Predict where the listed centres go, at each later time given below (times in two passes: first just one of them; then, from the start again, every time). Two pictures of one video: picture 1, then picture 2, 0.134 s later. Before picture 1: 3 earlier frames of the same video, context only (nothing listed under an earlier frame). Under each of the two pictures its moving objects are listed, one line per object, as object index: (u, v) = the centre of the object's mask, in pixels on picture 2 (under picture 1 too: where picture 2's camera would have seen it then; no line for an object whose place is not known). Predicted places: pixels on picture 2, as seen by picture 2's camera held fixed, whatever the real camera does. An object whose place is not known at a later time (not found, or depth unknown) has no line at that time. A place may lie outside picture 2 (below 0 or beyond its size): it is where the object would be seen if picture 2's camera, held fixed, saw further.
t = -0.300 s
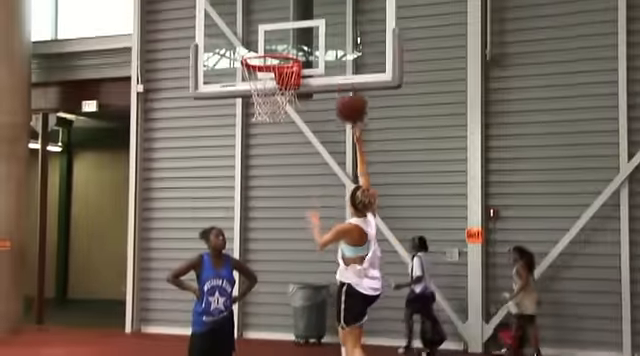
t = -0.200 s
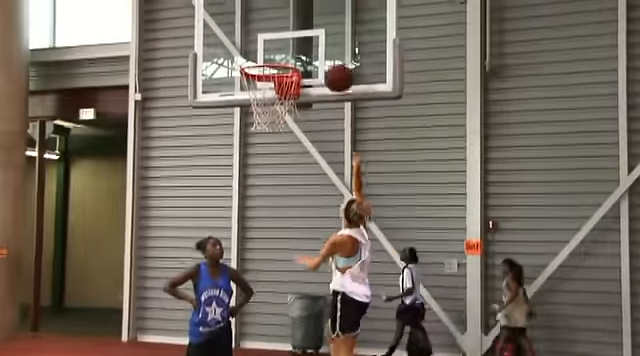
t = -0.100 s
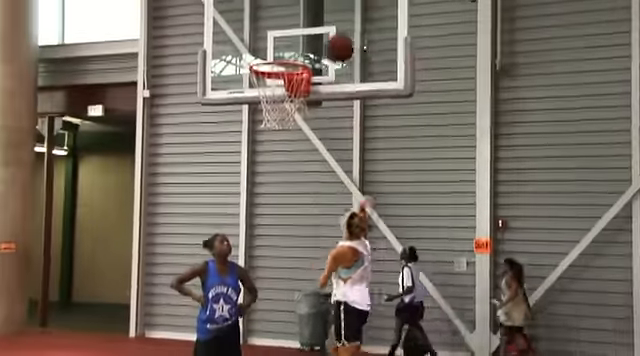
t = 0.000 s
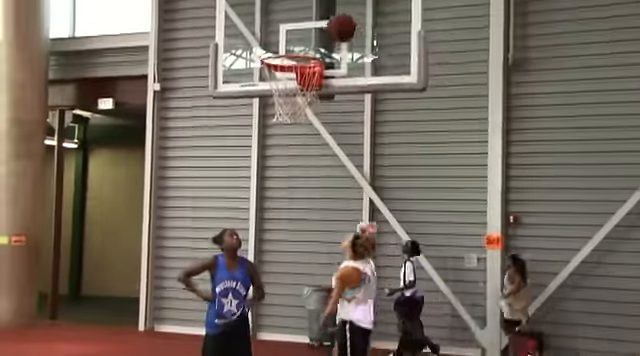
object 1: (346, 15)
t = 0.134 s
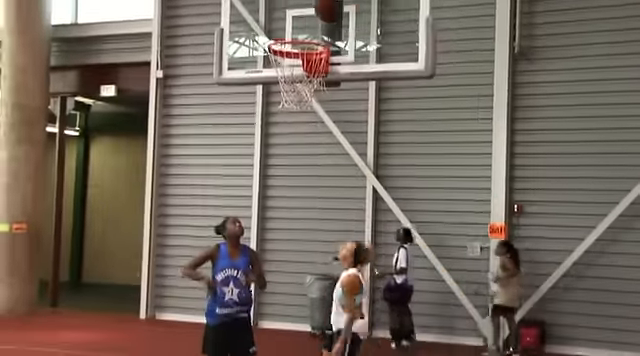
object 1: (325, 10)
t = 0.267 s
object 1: (309, 22)
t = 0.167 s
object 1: (323, 12)
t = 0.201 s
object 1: (318, 14)
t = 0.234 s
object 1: (313, 17)
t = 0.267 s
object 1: (309, 22)
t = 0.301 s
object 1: (305, 25)
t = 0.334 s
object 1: (299, 32)
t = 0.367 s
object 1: (293, 42)
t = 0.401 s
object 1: (289, 53)
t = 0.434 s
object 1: (283, 65)
